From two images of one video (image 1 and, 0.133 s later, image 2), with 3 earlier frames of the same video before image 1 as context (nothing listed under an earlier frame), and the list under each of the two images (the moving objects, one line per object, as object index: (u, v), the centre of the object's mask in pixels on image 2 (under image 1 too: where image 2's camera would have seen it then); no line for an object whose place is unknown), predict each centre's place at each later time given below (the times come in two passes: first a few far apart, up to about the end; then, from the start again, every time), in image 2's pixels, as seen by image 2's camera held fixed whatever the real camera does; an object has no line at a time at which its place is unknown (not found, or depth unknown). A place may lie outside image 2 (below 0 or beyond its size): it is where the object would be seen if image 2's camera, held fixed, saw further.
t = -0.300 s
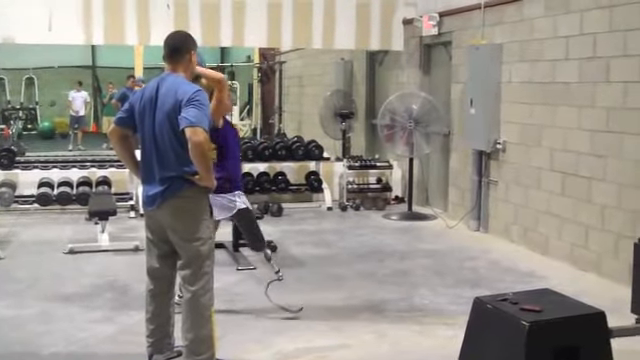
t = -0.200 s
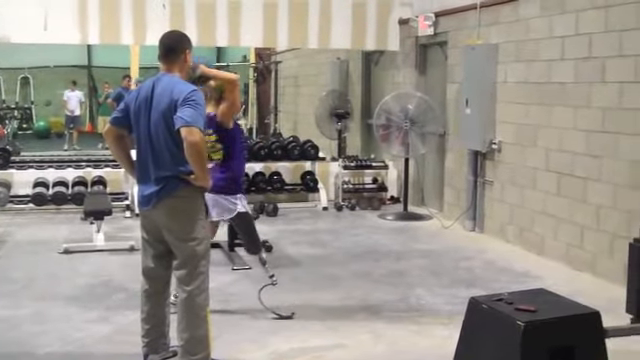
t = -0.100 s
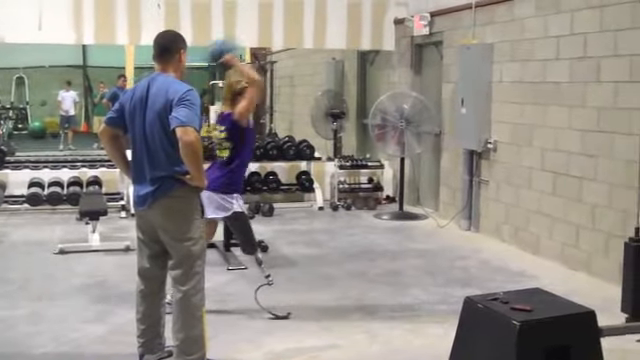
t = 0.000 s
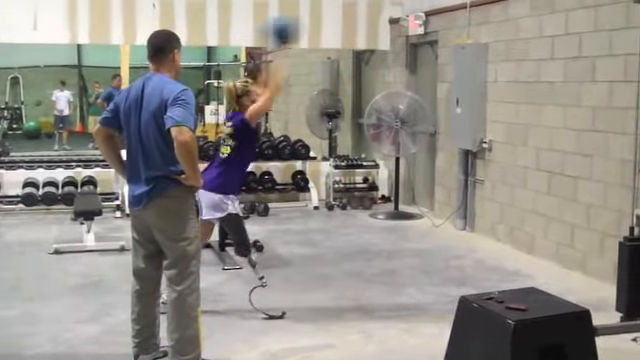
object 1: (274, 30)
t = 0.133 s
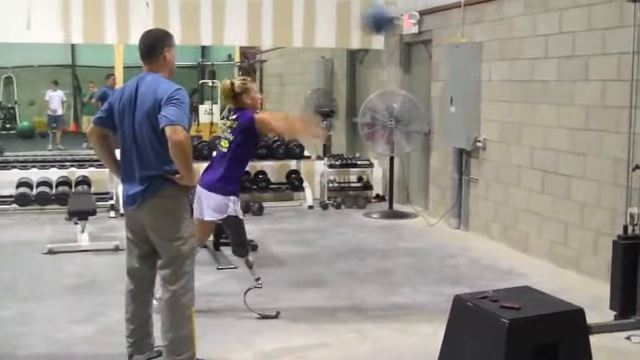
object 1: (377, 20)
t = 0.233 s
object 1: (449, 29)
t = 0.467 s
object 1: (602, 98)
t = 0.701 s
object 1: (500, 181)
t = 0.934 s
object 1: (391, 262)
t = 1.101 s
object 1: (334, 203)
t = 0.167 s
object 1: (400, 20)
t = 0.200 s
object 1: (428, 23)
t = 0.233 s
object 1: (449, 29)
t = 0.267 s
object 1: (474, 35)
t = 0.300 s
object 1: (495, 42)
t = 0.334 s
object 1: (517, 49)
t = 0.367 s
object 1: (538, 60)
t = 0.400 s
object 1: (561, 72)
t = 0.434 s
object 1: (580, 83)
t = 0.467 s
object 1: (602, 98)
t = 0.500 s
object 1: (595, 104)
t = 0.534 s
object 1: (579, 112)
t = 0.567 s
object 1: (564, 124)
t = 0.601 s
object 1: (547, 137)
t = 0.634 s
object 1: (533, 149)
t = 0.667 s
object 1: (515, 165)
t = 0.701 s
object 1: (500, 181)
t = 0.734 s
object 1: (484, 197)
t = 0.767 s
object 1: (465, 221)
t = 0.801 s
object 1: (448, 243)
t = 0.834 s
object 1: (432, 265)
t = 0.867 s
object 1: (415, 289)
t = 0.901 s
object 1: (402, 279)
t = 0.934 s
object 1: (391, 262)
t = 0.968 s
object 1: (380, 248)
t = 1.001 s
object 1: (368, 235)
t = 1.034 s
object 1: (357, 223)
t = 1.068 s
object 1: (345, 210)
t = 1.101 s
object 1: (334, 203)
